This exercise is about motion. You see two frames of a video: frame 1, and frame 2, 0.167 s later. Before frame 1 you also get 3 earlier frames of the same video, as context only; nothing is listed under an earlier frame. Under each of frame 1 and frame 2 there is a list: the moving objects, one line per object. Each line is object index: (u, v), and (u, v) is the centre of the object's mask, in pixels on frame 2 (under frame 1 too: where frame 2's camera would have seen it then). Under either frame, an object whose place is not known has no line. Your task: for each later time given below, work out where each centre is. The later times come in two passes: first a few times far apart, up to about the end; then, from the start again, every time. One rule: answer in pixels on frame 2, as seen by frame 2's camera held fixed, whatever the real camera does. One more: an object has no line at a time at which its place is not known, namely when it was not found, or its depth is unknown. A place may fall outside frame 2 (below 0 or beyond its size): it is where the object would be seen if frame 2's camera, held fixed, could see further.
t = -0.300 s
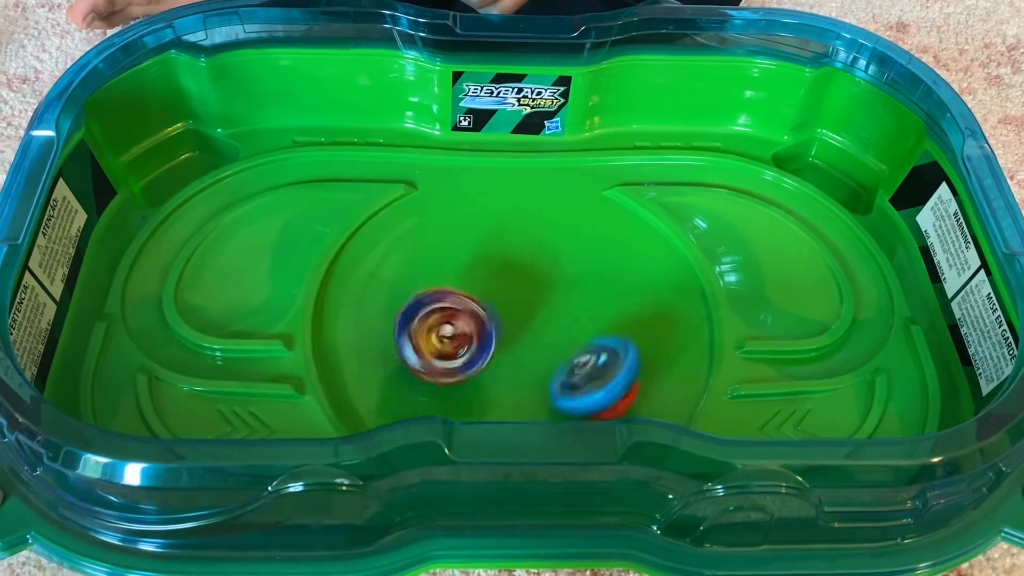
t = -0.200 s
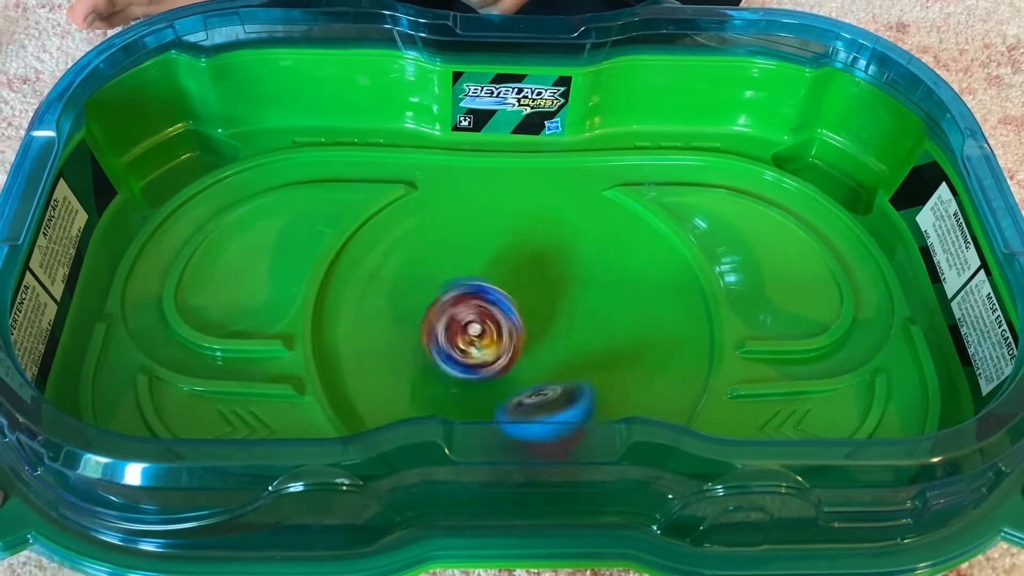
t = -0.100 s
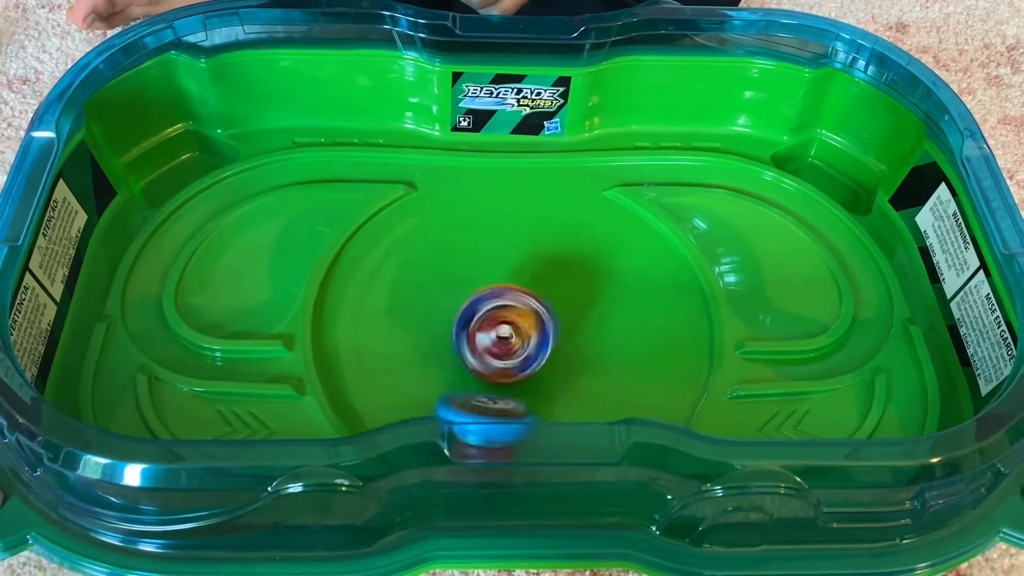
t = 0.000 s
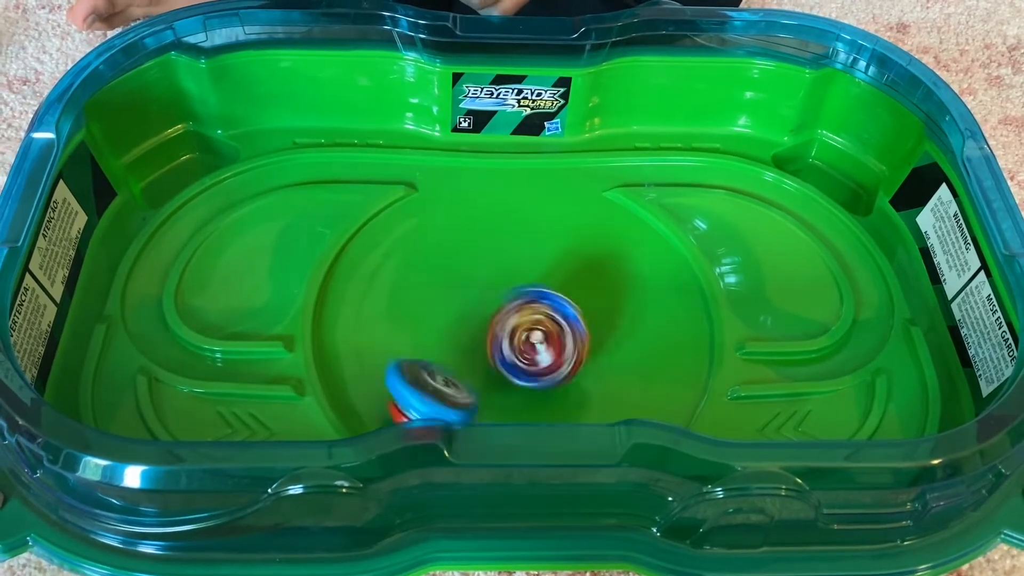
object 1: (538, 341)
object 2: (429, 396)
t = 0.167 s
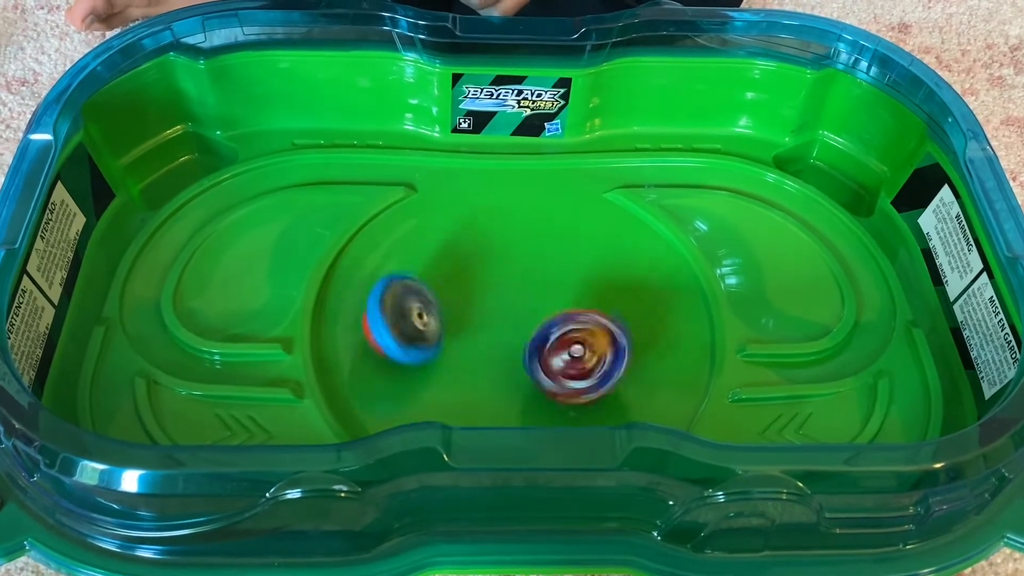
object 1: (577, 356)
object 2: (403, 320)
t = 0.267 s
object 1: (589, 358)
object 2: (432, 272)
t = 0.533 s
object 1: (570, 342)
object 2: (572, 231)
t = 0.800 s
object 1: (533, 279)
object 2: (637, 332)
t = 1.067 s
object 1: (543, 256)
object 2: (492, 394)
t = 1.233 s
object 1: (549, 285)
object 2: (410, 333)
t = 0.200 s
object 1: (584, 355)
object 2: (411, 303)
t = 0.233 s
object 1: (586, 360)
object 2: (420, 286)
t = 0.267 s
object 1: (589, 358)
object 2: (432, 272)
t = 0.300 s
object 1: (591, 362)
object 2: (446, 259)
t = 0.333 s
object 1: (590, 359)
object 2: (462, 248)
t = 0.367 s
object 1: (592, 361)
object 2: (480, 239)
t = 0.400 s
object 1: (585, 358)
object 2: (498, 233)
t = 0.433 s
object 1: (587, 357)
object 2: (517, 228)
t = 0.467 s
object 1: (577, 352)
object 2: (537, 227)
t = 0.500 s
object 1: (579, 348)
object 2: (554, 229)
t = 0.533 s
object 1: (570, 342)
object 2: (572, 231)
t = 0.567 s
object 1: (569, 336)
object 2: (590, 237)
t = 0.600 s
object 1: (559, 327)
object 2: (604, 246)
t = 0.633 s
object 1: (561, 320)
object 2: (614, 256)
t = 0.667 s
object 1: (553, 311)
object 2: (624, 267)
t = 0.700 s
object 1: (551, 303)
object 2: (633, 281)
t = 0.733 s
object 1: (538, 294)
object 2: (640, 296)
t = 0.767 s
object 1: (537, 284)
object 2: (641, 314)
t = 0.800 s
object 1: (533, 279)
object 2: (637, 332)
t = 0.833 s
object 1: (534, 272)
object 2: (631, 349)
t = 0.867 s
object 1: (537, 270)
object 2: (616, 359)
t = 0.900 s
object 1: (540, 263)
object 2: (600, 372)
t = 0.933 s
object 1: (540, 265)
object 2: (583, 389)
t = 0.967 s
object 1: (539, 261)
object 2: (562, 395)
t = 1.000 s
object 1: (539, 260)
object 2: (539, 399)
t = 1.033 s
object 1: (540, 258)
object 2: (516, 398)
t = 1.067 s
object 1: (543, 256)
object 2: (492, 394)
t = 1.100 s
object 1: (552, 256)
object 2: (469, 389)
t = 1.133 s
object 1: (554, 265)
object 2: (449, 380)
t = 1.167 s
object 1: (556, 271)
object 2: (432, 366)
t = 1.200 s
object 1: (552, 281)
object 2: (420, 350)
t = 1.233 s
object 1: (549, 285)
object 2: (410, 333)
